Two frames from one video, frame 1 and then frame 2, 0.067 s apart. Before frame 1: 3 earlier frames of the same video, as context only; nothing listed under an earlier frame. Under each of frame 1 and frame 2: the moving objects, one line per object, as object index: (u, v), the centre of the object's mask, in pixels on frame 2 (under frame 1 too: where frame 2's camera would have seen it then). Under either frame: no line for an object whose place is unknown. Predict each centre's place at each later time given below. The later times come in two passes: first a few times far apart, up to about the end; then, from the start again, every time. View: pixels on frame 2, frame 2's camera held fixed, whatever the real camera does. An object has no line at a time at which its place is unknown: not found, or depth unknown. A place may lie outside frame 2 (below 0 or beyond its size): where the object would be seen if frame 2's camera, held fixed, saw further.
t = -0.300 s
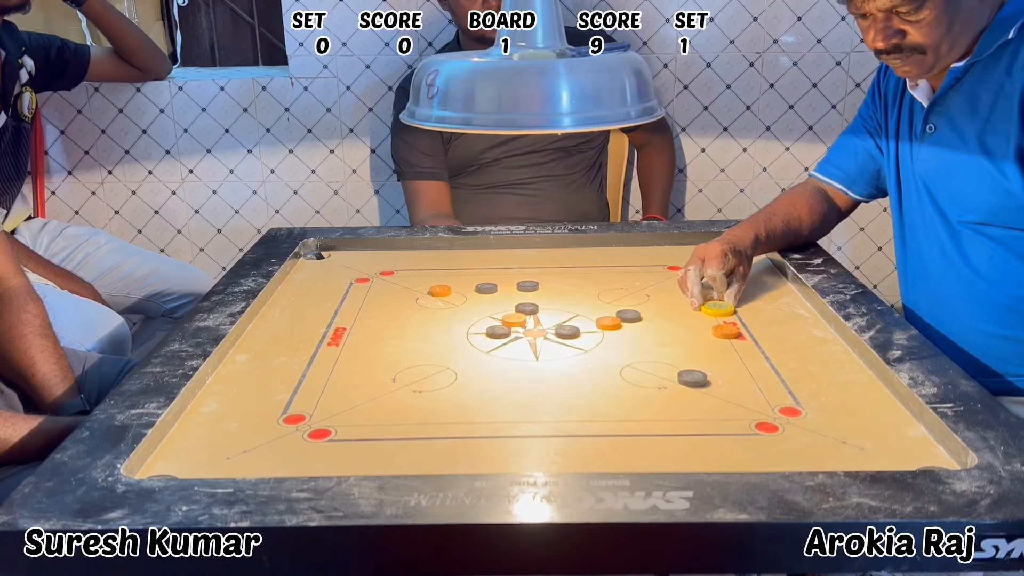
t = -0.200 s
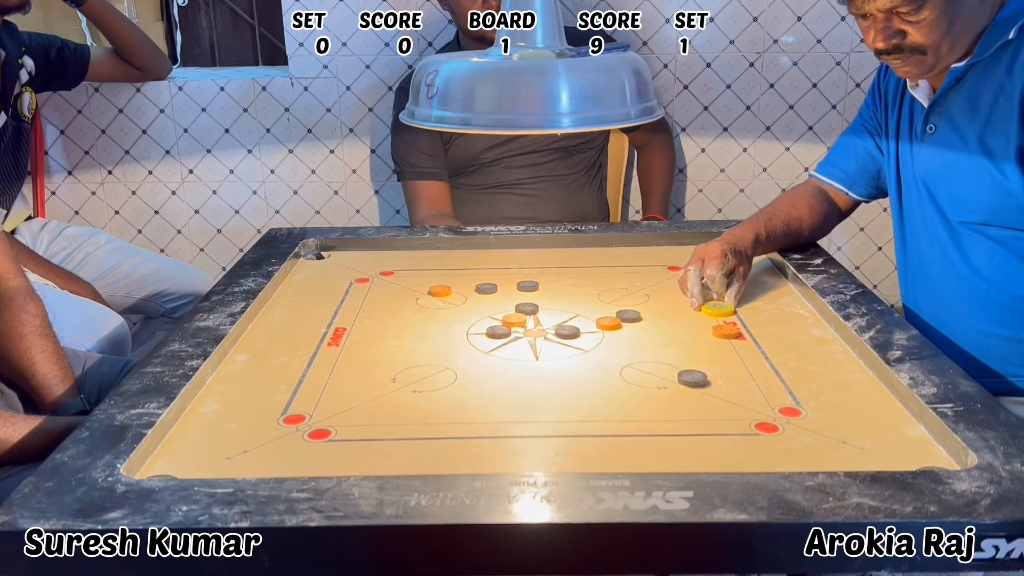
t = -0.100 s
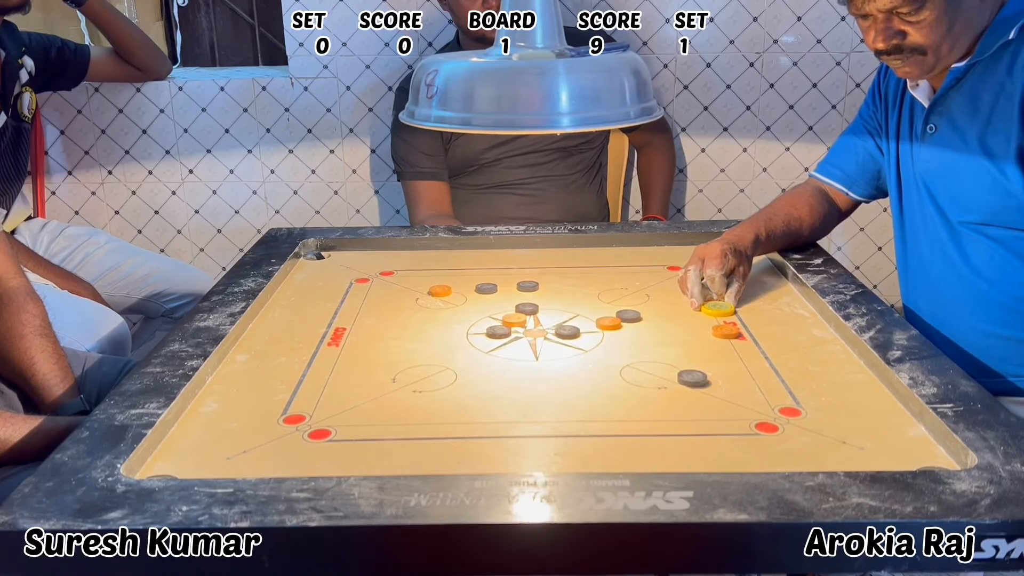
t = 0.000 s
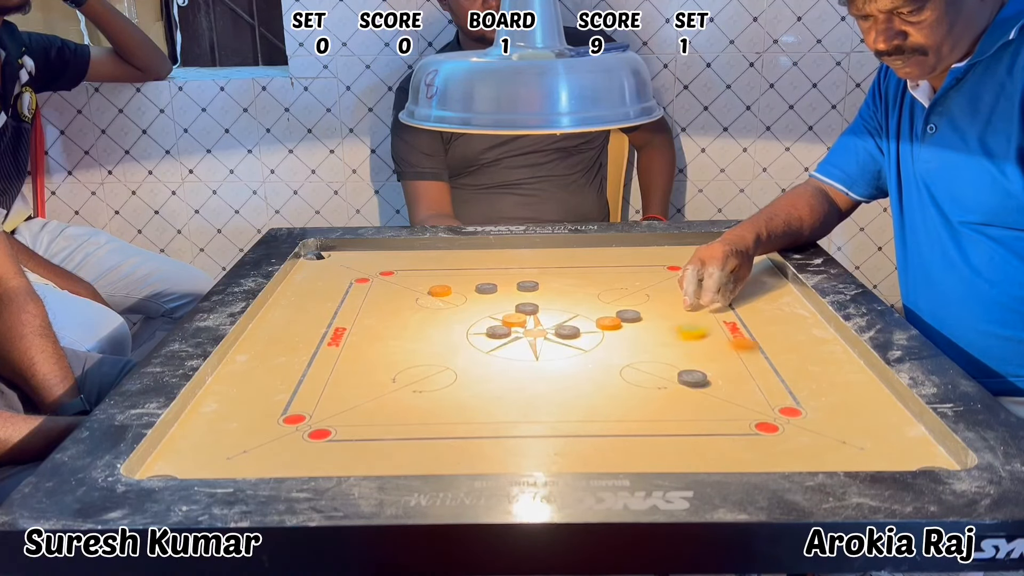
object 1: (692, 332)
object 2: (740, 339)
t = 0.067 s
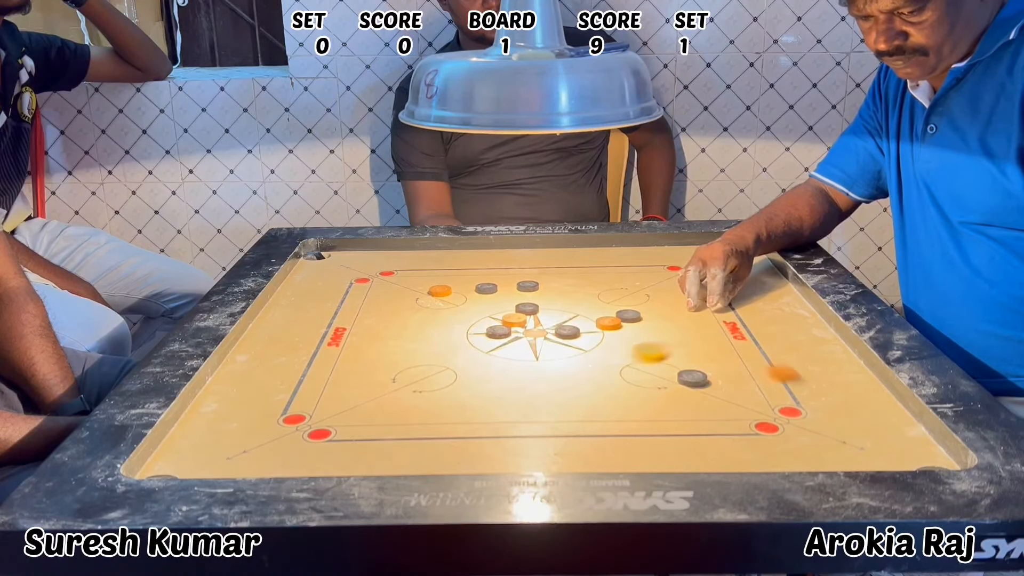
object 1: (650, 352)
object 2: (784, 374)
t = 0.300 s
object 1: (491, 435)
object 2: (914, 465)
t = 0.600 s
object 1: (333, 435)
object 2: (856, 395)
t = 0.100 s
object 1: (630, 363)
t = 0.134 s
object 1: (608, 375)
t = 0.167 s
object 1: (585, 386)
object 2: (848, 422)
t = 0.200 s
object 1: (562, 398)
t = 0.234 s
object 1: (539, 410)
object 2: (894, 457)
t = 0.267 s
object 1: (515, 422)
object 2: (912, 466)
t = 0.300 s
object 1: (491, 435)
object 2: (914, 465)
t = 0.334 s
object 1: (466, 449)
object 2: (907, 458)
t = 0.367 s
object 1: (441, 461)
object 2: (898, 446)
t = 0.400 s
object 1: (417, 468)
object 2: (890, 435)
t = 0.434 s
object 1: (395, 469)
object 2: (882, 426)
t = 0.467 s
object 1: (380, 465)
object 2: (875, 418)
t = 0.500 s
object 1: (366, 458)
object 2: (869, 411)
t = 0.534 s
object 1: (354, 449)
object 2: (864, 405)
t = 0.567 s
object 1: (344, 442)
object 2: (860, 400)
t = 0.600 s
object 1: (333, 435)
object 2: (856, 395)
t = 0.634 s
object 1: (325, 428)
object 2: (853, 392)
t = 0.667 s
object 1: (316, 422)
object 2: (850, 389)
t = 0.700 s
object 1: (309, 416)
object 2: (848, 387)
